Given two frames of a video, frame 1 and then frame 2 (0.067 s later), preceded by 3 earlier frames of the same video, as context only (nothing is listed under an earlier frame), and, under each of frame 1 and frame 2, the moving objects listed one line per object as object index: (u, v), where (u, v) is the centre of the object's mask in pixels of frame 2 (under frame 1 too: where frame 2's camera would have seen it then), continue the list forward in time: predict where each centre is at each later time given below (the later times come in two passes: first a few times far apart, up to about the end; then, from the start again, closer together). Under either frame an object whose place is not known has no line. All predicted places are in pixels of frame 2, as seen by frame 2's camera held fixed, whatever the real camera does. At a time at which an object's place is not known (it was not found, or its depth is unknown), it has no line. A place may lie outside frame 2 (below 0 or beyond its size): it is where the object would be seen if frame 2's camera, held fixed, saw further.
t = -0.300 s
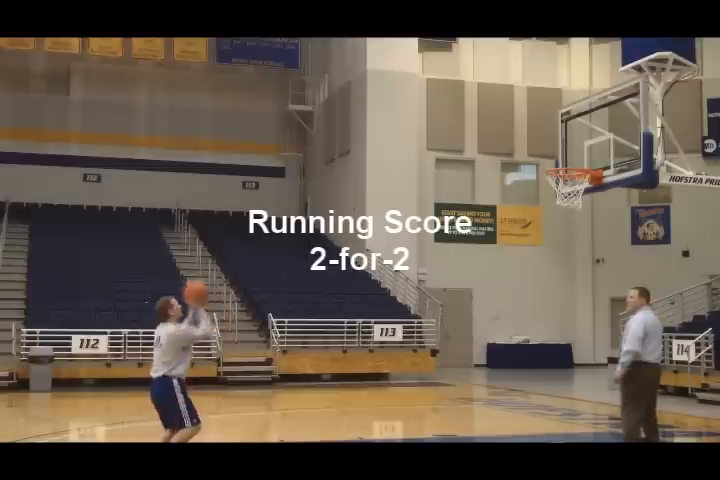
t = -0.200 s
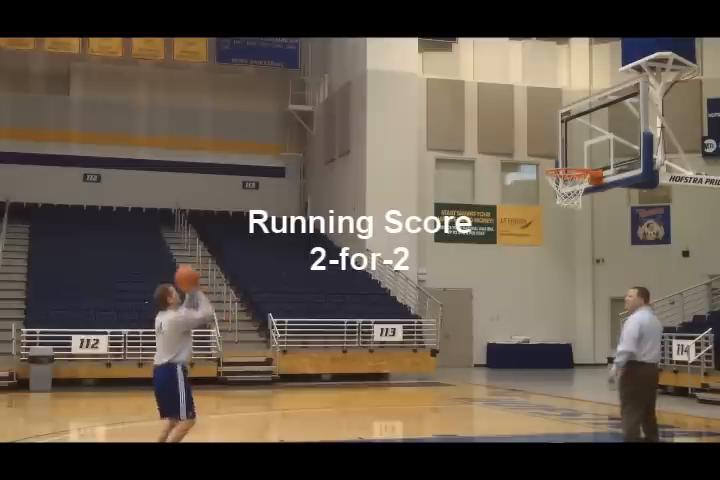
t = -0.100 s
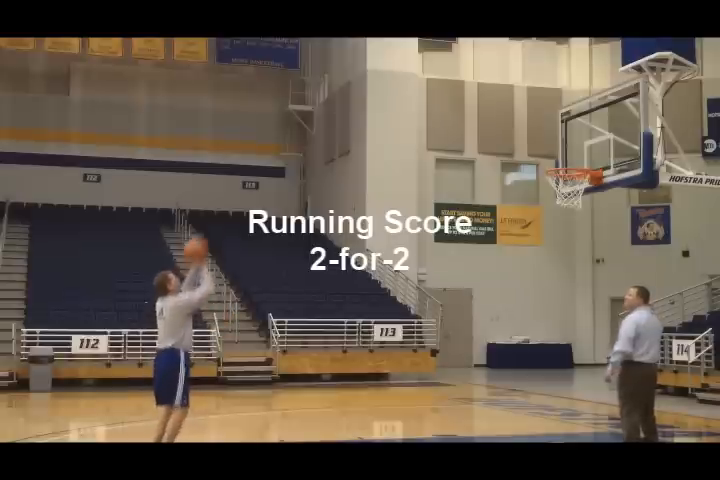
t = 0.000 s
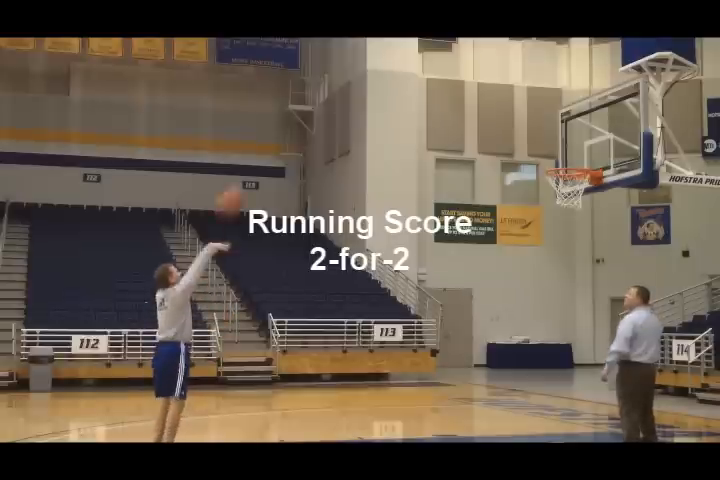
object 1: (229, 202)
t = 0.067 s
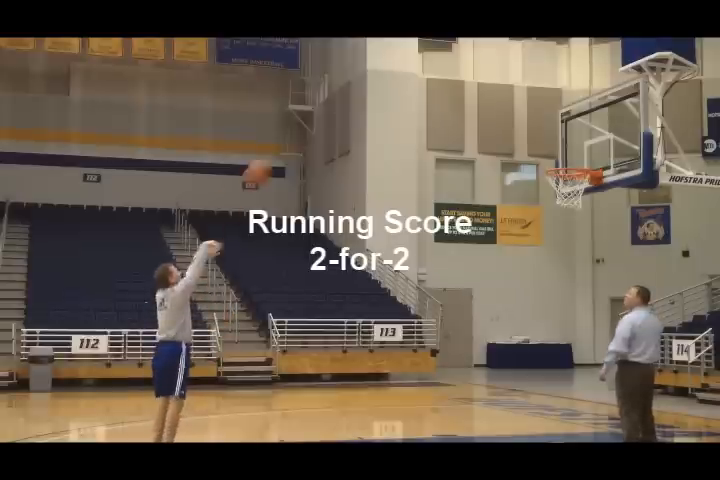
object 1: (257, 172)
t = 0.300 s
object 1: (348, 104)
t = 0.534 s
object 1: (434, 90)
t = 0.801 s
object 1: (521, 131)
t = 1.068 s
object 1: (587, 187)
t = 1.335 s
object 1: (574, 210)
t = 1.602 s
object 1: (557, 302)
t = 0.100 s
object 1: (270, 161)
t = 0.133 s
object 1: (285, 145)
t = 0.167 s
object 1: (299, 135)
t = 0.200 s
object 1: (308, 126)
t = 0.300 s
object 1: (348, 104)
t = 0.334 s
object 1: (358, 100)
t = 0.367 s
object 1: (373, 96)
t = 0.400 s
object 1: (385, 93)
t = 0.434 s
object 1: (397, 91)
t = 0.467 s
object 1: (409, 90)
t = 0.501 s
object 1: (421, 89)
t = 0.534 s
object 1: (434, 90)
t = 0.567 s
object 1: (445, 90)
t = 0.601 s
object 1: (455, 93)
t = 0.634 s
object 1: (466, 98)
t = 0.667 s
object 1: (478, 103)
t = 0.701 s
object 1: (489, 107)
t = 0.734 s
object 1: (500, 113)
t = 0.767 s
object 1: (510, 121)
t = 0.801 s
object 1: (521, 131)
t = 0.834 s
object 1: (533, 139)
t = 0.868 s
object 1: (543, 149)
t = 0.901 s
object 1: (552, 159)
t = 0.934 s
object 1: (566, 165)
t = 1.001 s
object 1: (582, 185)
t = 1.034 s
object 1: (585, 186)
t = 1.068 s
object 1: (587, 187)
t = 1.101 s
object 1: (587, 187)
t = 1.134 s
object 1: (587, 187)
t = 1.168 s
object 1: (584, 188)
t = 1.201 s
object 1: (582, 191)
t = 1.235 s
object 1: (580, 194)
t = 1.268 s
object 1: (578, 199)
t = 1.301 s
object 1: (575, 202)
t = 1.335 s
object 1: (574, 210)
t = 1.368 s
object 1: (571, 219)
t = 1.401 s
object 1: (569, 228)
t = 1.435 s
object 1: (567, 238)
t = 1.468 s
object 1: (565, 249)
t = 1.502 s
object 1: (563, 260)
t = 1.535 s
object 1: (562, 274)
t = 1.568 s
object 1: (559, 287)
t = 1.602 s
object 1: (557, 302)
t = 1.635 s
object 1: (555, 319)
